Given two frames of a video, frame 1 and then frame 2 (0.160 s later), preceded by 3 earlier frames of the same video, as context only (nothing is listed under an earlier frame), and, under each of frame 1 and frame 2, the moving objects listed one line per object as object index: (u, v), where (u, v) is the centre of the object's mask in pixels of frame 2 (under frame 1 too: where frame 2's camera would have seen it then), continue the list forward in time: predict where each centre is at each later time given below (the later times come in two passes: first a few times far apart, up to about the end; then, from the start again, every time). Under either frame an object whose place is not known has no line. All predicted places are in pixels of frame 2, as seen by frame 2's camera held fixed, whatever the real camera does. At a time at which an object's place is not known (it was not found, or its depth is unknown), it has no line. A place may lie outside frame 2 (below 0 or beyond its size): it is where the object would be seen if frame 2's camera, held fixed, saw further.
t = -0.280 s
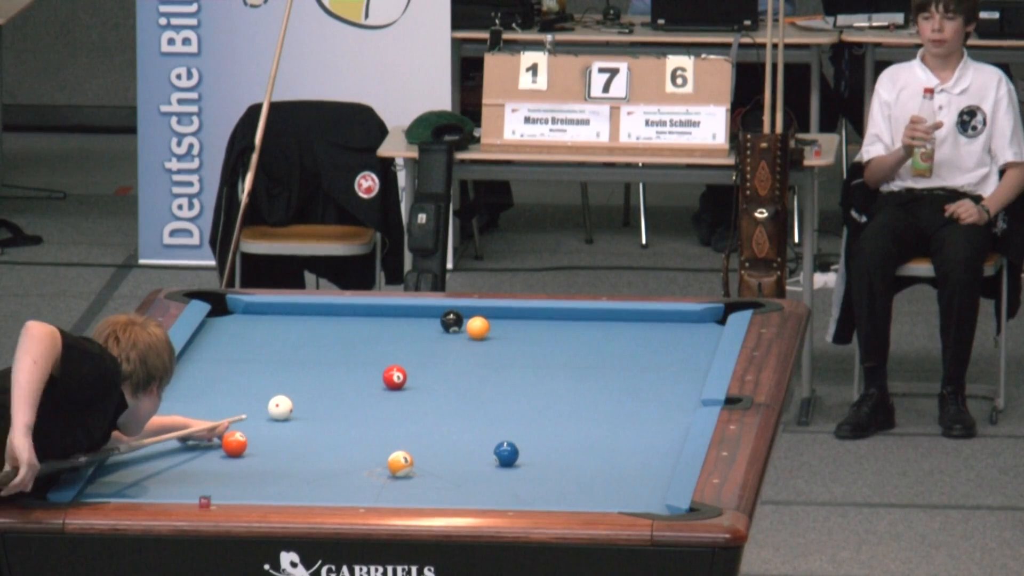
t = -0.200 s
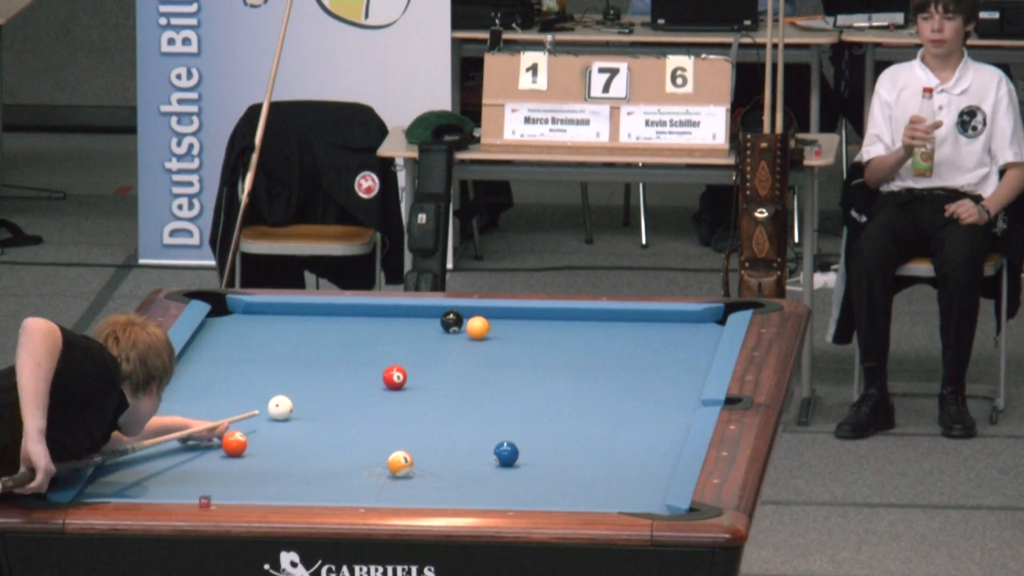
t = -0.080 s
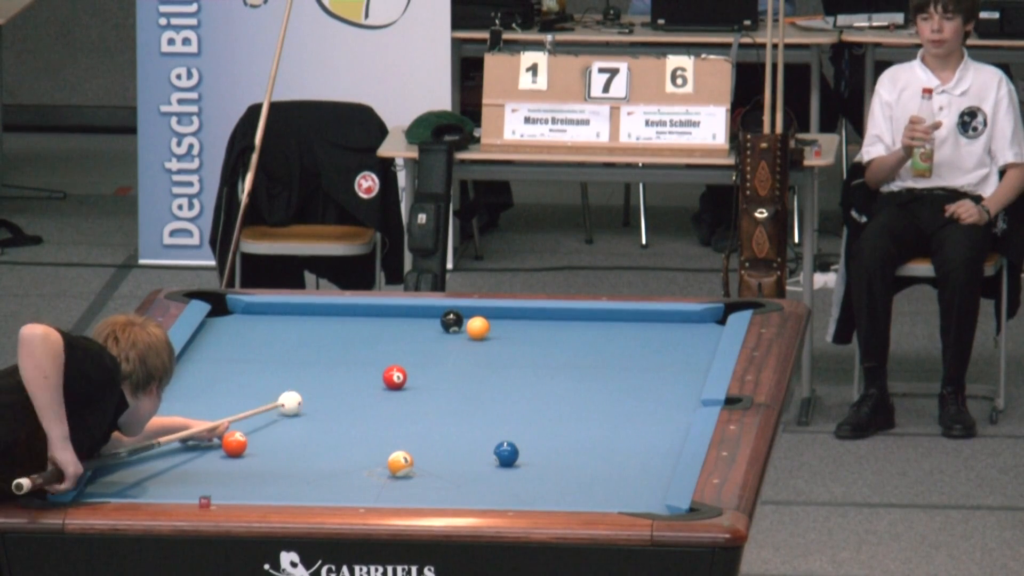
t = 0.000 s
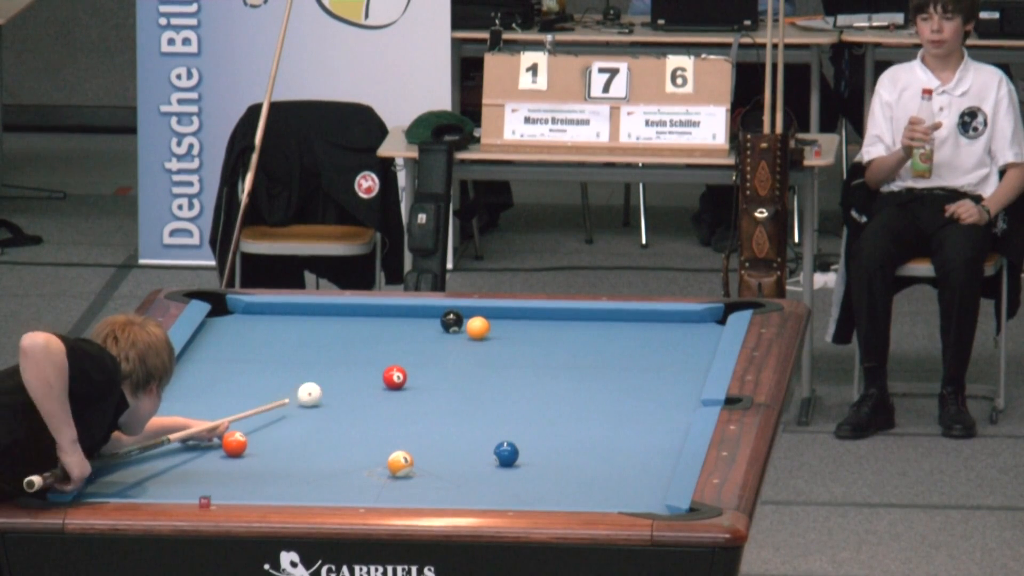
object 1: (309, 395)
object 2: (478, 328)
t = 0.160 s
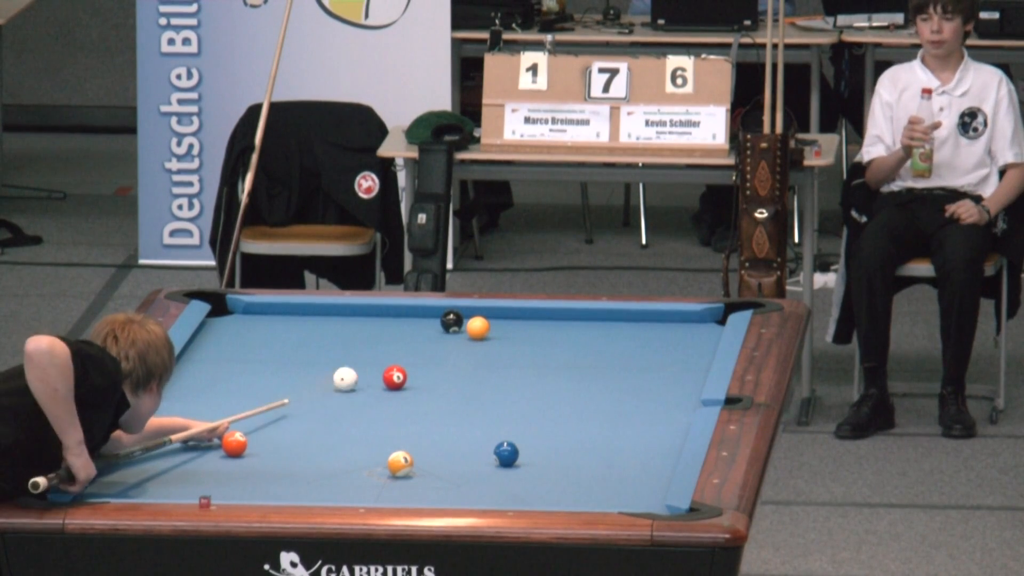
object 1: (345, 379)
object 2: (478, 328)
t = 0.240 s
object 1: (363, 371)
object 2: (478, 328)
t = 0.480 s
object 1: (413, 349)
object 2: (478, 328)
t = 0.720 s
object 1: (453, 328)
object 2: (486, 327)
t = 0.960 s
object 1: (426, 322)
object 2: (541, 322)
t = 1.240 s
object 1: (399, 318)
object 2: (598, 318)
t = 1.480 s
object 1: (377, 313)
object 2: (644, 314)
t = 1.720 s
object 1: (357, 310)
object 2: (674, 316)
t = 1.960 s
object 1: (339, 309)
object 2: (702, 319)
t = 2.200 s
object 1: (325, 310)
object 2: (709, 322)
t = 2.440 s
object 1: (312, 311)
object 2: (694, 323)
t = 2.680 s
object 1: (301, 312)
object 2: (681, 324)
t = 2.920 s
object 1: (292, 312)
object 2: (669, 325)
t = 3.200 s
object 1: (284, 313)
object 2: (657, 326)
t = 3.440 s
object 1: (279, 313)
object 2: (648, 327)
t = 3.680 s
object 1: (276, 313)
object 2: (642, 327)
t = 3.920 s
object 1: (275, 313)
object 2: (637, 328)
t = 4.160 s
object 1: (274, 313)
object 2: (634, 328)
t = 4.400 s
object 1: (274, 313)
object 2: (633, 328)
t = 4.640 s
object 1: (274, 313)
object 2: (633, 328)
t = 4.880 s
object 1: (274, 313)
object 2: (633, 328)
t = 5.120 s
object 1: (274, 313)
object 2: (633, 328)
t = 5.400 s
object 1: (274, 313)
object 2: (633, 328)
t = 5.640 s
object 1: (274, 313)
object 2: (633, 328)
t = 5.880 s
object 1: (274, 313)
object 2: (633, 328)
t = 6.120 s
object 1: (274, 313)
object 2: (633, 328)
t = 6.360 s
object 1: (274, 313)
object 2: (633, 328)
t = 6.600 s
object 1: (274, 313)
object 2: (633, 328)
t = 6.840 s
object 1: (274, 313)
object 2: (633, 328)
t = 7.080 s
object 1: (274, 313)
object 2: (633, 328)
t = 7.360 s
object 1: (274, 313)
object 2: (633, 328)
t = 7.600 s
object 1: (274, 313)
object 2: (633, 328)
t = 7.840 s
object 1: (274, 314)
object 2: (633, 328)
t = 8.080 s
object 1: (274, 313)
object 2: (633, 328)
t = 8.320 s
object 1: (274, 314)
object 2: (633, 328)
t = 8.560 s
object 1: (274, 313)
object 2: (633, 328)
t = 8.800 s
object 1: (274, 313)
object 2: (633, 328)
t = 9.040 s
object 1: (274, 313)
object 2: (633, 328)
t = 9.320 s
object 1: (274, 313)
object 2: (633, 328)
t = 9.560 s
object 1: (274, 313)
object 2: (633, 328)
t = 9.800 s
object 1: (274, 313)
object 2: (633, 328)
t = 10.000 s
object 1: (274, 313)
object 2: (633, 328)
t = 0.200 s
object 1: (354, 375)
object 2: (478, 328)
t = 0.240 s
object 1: (363, 371)
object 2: (478, 328)
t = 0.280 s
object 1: (371, 367)
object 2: (478, 328)
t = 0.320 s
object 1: (379, 362)
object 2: (478, 328)
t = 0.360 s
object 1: (387, 358)
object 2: (478, 328)
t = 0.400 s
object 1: (396, 355)
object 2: (478, 328)
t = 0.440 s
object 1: (405, 352)
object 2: (478, 328)
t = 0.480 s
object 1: (413, 349)
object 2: (478, 328)
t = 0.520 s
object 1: (421, 345)
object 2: (478, 328)
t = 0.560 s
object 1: (430, 341)
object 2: (478, 328)
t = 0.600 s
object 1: (438, 338)
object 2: (478, 328)
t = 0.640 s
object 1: (446, 334)
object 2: (478, 328)
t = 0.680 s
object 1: (454, 331)
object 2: (478, 328)
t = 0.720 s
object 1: (453, 328)
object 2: (486, 327)
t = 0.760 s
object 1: (448, 325)
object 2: (498, 326)
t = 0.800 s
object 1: (443, 325)
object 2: (507, 326)
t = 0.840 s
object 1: (439, 324)
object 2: (516, 325)
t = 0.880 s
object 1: (435, 324)
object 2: (524, 324)
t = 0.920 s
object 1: (430, 323)
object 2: (533, 323)
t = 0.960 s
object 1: (426, 322)
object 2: (541, 322)
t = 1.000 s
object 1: (423, 322)
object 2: (549, 322)
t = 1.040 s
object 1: (419, 321)
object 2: (557, 321)
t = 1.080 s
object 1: (414, 320)
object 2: (566, 320)
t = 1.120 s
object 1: (411, 320)
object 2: (574, 320)
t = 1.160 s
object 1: (407, 319)
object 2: (582, 319)
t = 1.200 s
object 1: (403, 318)
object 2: (590, 319)
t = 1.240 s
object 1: (399, 318)
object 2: (598, 318)
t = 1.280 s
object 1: (395, 317)
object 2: (605, 317)
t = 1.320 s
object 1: (391, 316)
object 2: (613, 317)
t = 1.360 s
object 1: (388, 316)
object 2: (621, 316)
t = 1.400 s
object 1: (384, 315)
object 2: (628, 315)
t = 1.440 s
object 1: (381, 314)
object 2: (636, 315)
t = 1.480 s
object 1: (377, 313)
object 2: (644, 314)
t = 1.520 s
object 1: (374, 313)
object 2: (649, 314)
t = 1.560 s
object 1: (370, 312)
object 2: (654, 315)
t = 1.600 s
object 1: (367, 312)
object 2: (659, 315)
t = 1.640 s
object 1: (363, 311)
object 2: (664, 316)
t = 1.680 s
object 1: (360, 311)
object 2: (669, 316)
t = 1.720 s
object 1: (357, 310)
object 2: (674, 316)
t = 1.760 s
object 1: (353, 310)
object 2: (679, 317)
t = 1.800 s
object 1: (350, 309)
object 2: (684, 318)
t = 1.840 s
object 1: (347, 308)
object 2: (688, 318)
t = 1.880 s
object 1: (344, 308)
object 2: (693, 319)
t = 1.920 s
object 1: (342, 308)
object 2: (698, 319)
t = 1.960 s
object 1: (339, 309)
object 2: (702, 319)
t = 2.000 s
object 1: (337, 309)
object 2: (707, 320)
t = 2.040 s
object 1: (334, 309)
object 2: (712, 320)
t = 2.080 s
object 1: (332, 309)
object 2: (715, 321)
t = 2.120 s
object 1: (329, 309)
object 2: (714, 321)
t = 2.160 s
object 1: (327, 310)
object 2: (711, 321)
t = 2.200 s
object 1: (325, 310)
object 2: (709, 322)
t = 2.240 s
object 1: (322, 310)
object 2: (706, 322)
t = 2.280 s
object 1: (320, 310)
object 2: (704, 322)
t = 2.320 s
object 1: (318, 310)
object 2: (701, 322)
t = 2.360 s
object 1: (316, 310)
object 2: (699, 323)
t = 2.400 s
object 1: (314, 311)
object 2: (696, 323)
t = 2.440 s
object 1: (312, 311)
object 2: (694, 323)
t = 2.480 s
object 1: (310, 311)
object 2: (692, 323)
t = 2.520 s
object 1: (308, 311)
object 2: (689, 323)
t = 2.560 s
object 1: (306, 311)
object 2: (687, 324)
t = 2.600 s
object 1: (305, 311)
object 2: (685, 324)
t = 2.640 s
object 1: (303, 311)
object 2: (683, 324)
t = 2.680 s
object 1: (301, 312)
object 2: (681, 324)
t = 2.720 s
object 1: (300, 312)
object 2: (678, 324)
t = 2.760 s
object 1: (298, 312)
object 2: (676, 324)
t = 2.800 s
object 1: (297, 312)
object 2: (674, 325)
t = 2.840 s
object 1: (295, 312)
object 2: (672, 325)
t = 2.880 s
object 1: (294, 312)
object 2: (670, 325)
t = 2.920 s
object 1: (292, 312)
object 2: (669, 325)
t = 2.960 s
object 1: (291, 312)
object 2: (667, 325)
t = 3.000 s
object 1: (290, 312)
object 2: (665, 325)
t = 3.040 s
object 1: (288, 313)
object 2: (663, 325)
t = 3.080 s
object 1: (287, 313)
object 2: (661, 326)
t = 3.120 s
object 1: (286, 313)
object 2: (660, 326)
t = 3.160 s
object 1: (285, 313)
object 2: (658, 326)
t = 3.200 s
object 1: (284, 313)
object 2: (657, 326)
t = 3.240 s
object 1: (283, 313)
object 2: (655, 326)
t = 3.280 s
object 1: (282, 313)
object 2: (654, 326)
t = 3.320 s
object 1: (281, 313)
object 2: (652, 327)
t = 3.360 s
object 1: (281, 313)
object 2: (651, 327)
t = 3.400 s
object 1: (280, 313)
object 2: (650, 326)
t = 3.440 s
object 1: (279, 313)
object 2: (648, 327)
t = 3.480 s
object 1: (278, 313)
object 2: (647, 327)
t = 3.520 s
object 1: (278, 313)
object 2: (646, 327)
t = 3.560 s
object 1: (277, 313)
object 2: (645, 327)
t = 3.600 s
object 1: (277, 313)
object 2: (644, 327)
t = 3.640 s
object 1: (276, 313)
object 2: (643, 327)
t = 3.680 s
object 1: (276, 313)
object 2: (642, 327)
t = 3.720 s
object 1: (276, 313)
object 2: (641, 327)
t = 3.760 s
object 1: (275, 313)
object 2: (640, 328)
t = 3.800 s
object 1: (275, 313)
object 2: (639, 328)
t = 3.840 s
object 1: (275, 313)
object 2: (639, 328)
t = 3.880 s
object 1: (275, 313)
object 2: (638, 328)
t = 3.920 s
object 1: (275, 313)
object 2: (637, 328)
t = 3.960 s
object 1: (275, 313)
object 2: (637, 328)
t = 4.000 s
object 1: (274, 314)
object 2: (636, 328)
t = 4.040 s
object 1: (274, 313)
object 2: (635, 328)
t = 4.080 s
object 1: (274, 313)
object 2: (635, 328)
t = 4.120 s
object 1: (274, 313)
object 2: (634, 328)
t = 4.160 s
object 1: (274, 313)
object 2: (634, 328)
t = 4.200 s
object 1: (274, 313)
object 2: (633, 328)
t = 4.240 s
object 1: (274, 313)
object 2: (633, 328)
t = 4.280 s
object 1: (274, 313)
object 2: (633, 328)
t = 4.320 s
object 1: (274, 313)
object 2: (633, 328)
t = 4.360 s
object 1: (274, 313)
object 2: (633, 328)
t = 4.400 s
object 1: (274, 313)
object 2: (633, 328)
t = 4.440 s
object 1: (274, 313)
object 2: (633, 328)
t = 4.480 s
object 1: (274, 313)
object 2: (633, 328)
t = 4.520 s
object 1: (274, 313)
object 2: (633, 328)
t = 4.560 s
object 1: (274, 313)
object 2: (633, 328)
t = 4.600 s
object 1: (274, 313)
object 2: (633, 328)
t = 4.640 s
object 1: (274, 313)
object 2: (633, 328)
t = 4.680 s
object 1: (274, 313)
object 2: (633, 328)
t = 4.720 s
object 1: (274, 313)
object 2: (633, 328)
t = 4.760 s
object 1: (274, 313)
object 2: (633, 328)
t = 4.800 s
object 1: (274, 313)
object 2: (633, 328)
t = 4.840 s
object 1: (274, 313)
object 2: (633, 328)
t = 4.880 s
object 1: (274, 313)
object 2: (633, 328)
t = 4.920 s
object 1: (274, 313)
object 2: (633, 328)
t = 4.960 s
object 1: (274, 313)
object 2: (633, 328)
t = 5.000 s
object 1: (274, 313)
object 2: (633, 328)
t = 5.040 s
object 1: (274, 313)
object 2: (633, 328)
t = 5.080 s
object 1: (274, 313)
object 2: (633, 328)
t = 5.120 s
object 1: (274, 313)
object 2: (633, 328)
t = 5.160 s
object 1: (274, 313)
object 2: (633, 328)
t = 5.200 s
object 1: (274, 313)
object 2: (633, 328)
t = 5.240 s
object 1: (274, 313)
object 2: (633, 328)
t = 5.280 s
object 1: (274, 313)
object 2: (633, 328)
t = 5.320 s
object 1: (274, 313)
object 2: (633, 328)
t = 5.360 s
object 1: (274, 313)
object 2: (633, 328)
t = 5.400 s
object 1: (274, 313)
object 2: (633, 328)
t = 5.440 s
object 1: (274, 313)
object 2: (633, 328)
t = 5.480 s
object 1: (274, 313)
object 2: (633, 328)
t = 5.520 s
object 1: (274, 313)
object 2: (633, 328)
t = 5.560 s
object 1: (274, 313)
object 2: (633, 328)
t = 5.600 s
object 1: (274, 313)
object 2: (633, 328)
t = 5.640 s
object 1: (274, 313)
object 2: (633, 328)
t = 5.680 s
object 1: (274, 313)
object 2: (633, 328)
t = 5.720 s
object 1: (274, 313)
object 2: (633, 328)
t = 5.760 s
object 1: (274, 313)
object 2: (633, 328)
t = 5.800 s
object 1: (274, 313)
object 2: (633, 328)
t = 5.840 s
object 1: (274, 313)
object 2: (633, 328)
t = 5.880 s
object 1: (274, 313)
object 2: (633, 328)
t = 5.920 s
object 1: (274, 313)
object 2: (633, 328)
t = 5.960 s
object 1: (274, 313)
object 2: (633, 328)
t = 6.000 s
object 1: (274, 313)
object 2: (633, 328)
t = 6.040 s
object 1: (274, 313)
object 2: (633, 328)
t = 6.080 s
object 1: (274, 313)
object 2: (633, 328)
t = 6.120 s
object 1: (274, 313)
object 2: (633, 328)
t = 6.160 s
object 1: (274, 313)
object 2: (633, 328)
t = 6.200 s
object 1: (274, 313)
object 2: (633, 328)
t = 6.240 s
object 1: (274, 313)
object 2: (633, 328)
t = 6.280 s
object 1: (274, 313)
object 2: (633, 328)
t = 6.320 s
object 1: (274, 313)
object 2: (633, 328)
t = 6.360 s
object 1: (274, 313)
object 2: (633, 328)
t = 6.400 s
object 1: (274, 313)
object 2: (633, 328)
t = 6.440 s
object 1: (274, 313)
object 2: (633, 328)
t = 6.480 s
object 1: (274, 313)
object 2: (633, 328)
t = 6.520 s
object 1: (274, 313)
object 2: (633, 328)
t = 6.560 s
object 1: (274, 313)
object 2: (633, 328)
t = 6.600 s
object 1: (274, 313)
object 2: (633, 328)
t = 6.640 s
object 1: (274, 313)
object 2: (633, 328)
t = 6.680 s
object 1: (274, 313)
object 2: (633, 328)
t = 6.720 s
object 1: (274, 313)
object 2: (633, 328)
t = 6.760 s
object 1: (274, 313)
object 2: (633, 328)
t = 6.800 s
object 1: (274, 313)
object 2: (633, 328)
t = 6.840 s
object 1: (274, 313)
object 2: (633, 328)
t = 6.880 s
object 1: (274, 313)
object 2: (633, 328)
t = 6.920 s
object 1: (274, 313)
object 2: (633, 328)
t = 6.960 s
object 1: (274, 313)
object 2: (633, 328)
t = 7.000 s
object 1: (274, 313)
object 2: (633, 328)
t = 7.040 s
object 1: (274, 313)
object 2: (633, 328)
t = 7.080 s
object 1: (274, 313)
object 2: (633, 328)
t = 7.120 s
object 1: (274, 313)
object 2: (633, 328)
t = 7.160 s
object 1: (274, 313)
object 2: (633, 328)
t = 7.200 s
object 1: (274, 313)
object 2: (633, 328)
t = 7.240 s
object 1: (274, 313)
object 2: (633, 328)
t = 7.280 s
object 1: (274, 313)
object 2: (633, 328)
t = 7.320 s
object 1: (274, 313)
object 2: (633, 328)
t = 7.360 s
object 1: (274, 313)
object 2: (633, 328)
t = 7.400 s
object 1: (274, 313)
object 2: (633, 328)
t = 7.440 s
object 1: (274, 313)
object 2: (633, 328)
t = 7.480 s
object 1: (274, 313)
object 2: (633, 328)
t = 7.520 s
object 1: (274, 313)
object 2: (633, 328)
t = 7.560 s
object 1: (274, 313)
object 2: (633, 328)
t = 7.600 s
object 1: (274, 313)
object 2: (633, 328)
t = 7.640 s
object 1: (274, 313)
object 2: (633, 328)
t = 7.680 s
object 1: (274, 313)
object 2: (633, 328)
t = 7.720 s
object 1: (274, 313)
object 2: (633, 328)
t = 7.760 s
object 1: (274, 314)
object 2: (633, 328)
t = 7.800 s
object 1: (274, 313)
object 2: (633, 328)
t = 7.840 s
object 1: (274, 314)
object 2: (633, 328)
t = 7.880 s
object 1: (274, 314)
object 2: (633, 328)
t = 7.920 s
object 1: (274, 313)
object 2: (633, 328)
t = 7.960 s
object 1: (274, 313)
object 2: (633, 328)
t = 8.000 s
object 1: (274, 313)
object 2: (633, 328)
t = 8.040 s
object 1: (274, 314)
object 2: (633, 328)
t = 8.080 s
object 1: (274, 313)
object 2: (633, 328)
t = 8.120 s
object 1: (274, 313)
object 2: (633, 328)
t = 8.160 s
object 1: (274, 313)
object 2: (633, 328)
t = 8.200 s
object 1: (274, 313)
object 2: (633, 328)
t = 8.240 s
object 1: (274, 314)
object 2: (633, 328)
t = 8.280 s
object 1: (274, 314)
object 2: (633, 328)
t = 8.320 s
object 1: (274, 314)
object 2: (633, 328)
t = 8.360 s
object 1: (274, 314)
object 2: (633, 328)
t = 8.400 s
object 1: (274, 313)
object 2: (633, 328)
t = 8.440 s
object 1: (274, 314)
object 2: (633, 328)
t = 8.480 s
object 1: (274, 314)
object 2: (633, 328)
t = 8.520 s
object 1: (274, 314)
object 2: (633, 328)
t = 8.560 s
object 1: (274, 313)
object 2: (633, 328)
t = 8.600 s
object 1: (274, 313)
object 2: (633, 328)
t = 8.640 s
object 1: (274, 313)
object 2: (633, 328)
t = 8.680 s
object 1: (274, 313)
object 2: (633, 328)
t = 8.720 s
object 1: (274, 313)
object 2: (633, 328)
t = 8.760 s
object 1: (274, 313)
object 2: (633, 328)
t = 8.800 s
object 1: (274, 313)
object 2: (633, 328)
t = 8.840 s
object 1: (274, 313)
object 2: (633, 328)
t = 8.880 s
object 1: (274, 313)
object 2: (633, 328)
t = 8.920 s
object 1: (274, 313)
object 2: (633, 328)
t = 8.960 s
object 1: (274, 313)
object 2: (633, 328)
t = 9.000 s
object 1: (274, 313)
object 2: (633, 328)
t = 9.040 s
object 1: (274, 313)
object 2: (633, 328)
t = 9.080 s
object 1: (274, 313)
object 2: (633, 328)
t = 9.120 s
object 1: (274, 313)
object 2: (633, 328)
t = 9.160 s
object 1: (274, 313)
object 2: (633, 328)
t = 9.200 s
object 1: (274, 313)
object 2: (633, 328)
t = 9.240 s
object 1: (274, 313)
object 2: (633, 328)
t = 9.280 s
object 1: (274, 313)
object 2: (633, 328)
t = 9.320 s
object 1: (274, 313)
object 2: (633, 328)
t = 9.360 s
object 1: (274, 313)
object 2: (633, 328)
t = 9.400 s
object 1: (274, 313)
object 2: (633, 328)
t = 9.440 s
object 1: (274, 313)
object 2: (633, 328)
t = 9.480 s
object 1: (274, 313)
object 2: (633, 328)
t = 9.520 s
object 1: (274, 313)
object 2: (633, 328)
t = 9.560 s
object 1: (274, 313)
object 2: (633, 328)
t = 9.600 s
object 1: (274, 313)
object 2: (633, 328)
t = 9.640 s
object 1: (274, 313)
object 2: (633, 328)
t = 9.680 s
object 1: (274, 313)
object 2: (633, 328)
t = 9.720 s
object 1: (274, 313)
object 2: (633, 328)
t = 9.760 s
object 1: (274, 313)
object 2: (633, 328)
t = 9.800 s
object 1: (274, 313)
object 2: (633, 328)
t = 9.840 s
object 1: (274, 313)
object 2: (633, 328)
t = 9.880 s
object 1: (274, 313)
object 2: (633, 328)
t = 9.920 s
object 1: (274, 313)
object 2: (633, 328)
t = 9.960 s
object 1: (274, 313)
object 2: (633, 328)
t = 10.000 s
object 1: (274, 313)
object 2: (633, 328)
